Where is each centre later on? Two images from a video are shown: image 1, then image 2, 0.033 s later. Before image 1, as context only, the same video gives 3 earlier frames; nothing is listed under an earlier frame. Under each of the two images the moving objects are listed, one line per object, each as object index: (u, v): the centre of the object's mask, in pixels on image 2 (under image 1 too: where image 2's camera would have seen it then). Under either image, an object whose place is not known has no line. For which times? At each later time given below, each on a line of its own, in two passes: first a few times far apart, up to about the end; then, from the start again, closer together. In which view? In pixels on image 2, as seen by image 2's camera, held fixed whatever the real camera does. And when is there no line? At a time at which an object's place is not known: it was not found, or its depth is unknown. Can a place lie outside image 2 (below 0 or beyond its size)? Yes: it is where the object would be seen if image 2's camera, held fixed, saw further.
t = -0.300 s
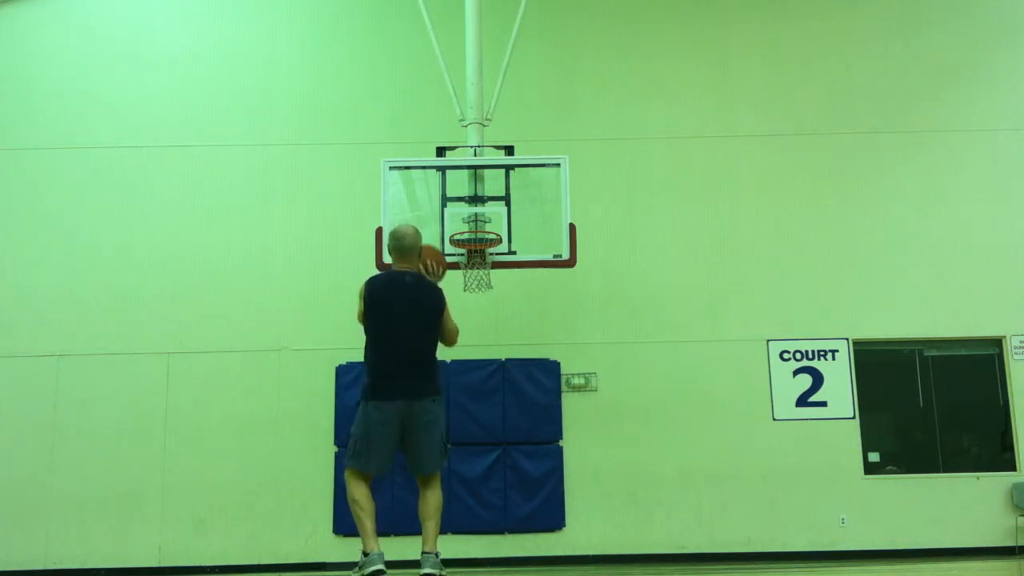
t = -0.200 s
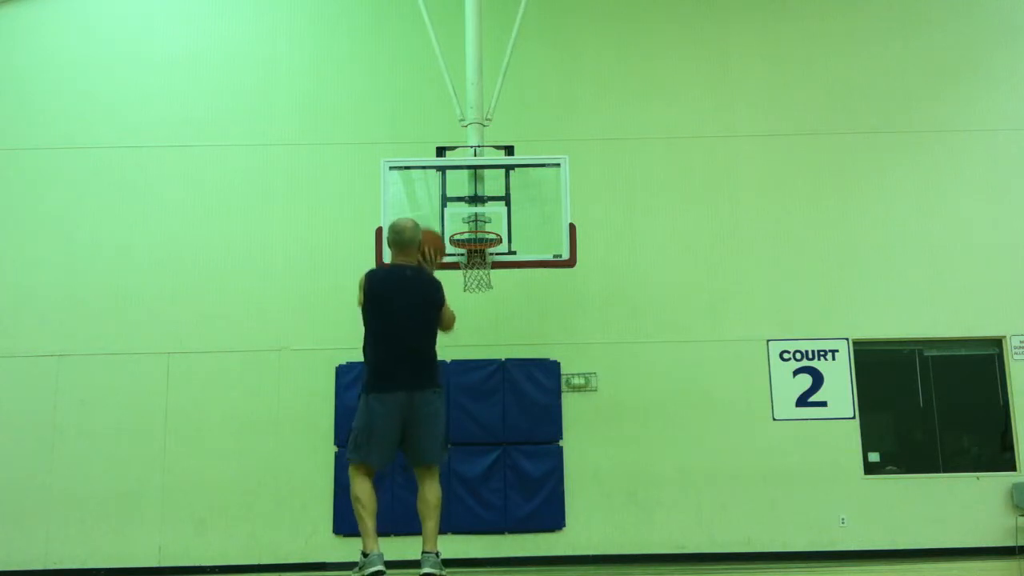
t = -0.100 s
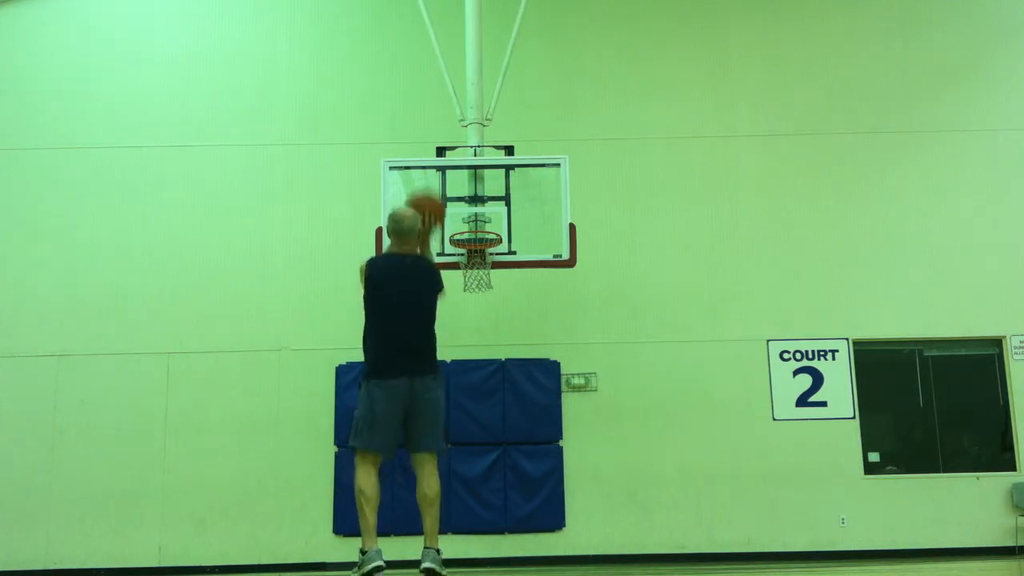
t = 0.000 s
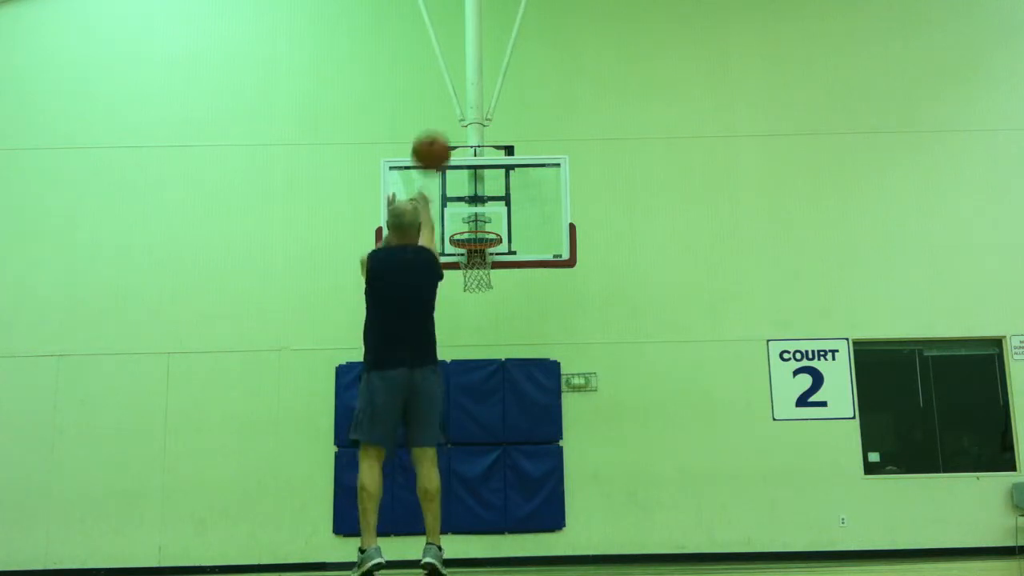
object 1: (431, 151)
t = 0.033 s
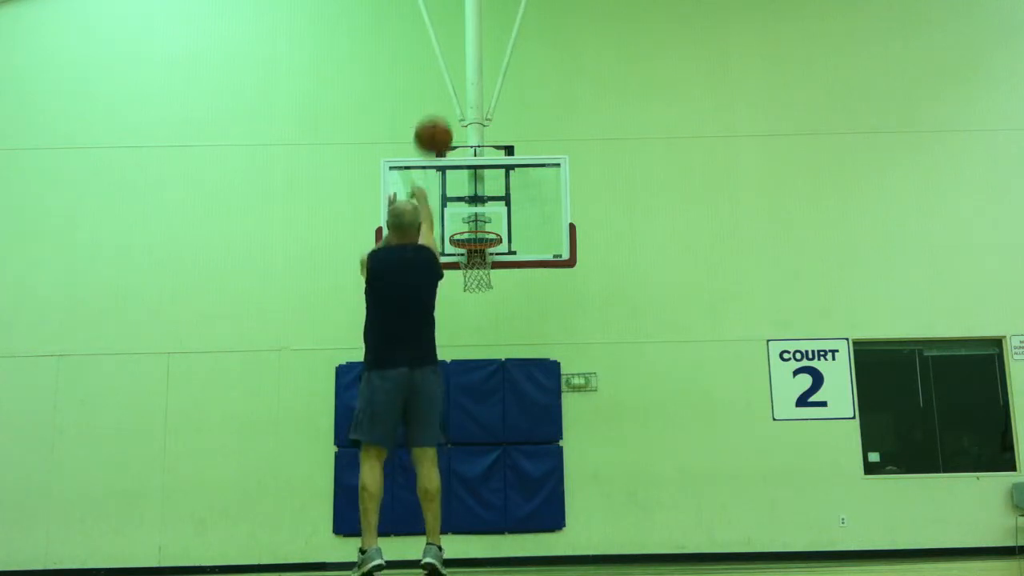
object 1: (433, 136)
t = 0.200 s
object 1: (443, 89)
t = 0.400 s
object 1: (453, 86)
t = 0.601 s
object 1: (462, 125)
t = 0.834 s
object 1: (473, 215)
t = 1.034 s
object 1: (477, 297)
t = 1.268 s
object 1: (478, 424)
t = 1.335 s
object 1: (479, 479)
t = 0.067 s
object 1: (435, 123)
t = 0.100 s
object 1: (437, 112)
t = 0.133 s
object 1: (439, 103)
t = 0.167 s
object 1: (441, 95)
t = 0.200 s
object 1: (443, 89)
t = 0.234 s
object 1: (445, 85)
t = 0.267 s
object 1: (447, 83)
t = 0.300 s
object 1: (448, 82)
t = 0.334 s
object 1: (450, 82)
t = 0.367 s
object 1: (451, 83)
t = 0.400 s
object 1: (453, 86)
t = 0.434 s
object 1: (455, 90)
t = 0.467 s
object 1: (456, 95)
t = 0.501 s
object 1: (457, 101)
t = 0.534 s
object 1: (459, 108)
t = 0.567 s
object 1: (460, 116)
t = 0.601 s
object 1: (462, 125)
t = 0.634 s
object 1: (463, 135)
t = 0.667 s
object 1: (465, 147)
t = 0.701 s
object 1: (466, 159)
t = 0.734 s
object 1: (468, 173)
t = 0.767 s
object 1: (470, 186)
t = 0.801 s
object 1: (471, 200)
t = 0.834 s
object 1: (473, 215)
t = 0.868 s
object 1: (474, 231)
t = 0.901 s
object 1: (475, 250)
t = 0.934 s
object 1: (474, 257)
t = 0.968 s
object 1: (476, 270)
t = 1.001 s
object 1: (476, 287)
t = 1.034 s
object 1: (477, 297)
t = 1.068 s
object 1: (477, 312)
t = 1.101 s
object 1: (478, 325)
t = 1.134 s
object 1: (479, 343)
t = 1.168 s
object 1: (479, 361)
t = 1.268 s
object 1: (478, 424)
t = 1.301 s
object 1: (478, 450)
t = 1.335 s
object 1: (479, 479)
